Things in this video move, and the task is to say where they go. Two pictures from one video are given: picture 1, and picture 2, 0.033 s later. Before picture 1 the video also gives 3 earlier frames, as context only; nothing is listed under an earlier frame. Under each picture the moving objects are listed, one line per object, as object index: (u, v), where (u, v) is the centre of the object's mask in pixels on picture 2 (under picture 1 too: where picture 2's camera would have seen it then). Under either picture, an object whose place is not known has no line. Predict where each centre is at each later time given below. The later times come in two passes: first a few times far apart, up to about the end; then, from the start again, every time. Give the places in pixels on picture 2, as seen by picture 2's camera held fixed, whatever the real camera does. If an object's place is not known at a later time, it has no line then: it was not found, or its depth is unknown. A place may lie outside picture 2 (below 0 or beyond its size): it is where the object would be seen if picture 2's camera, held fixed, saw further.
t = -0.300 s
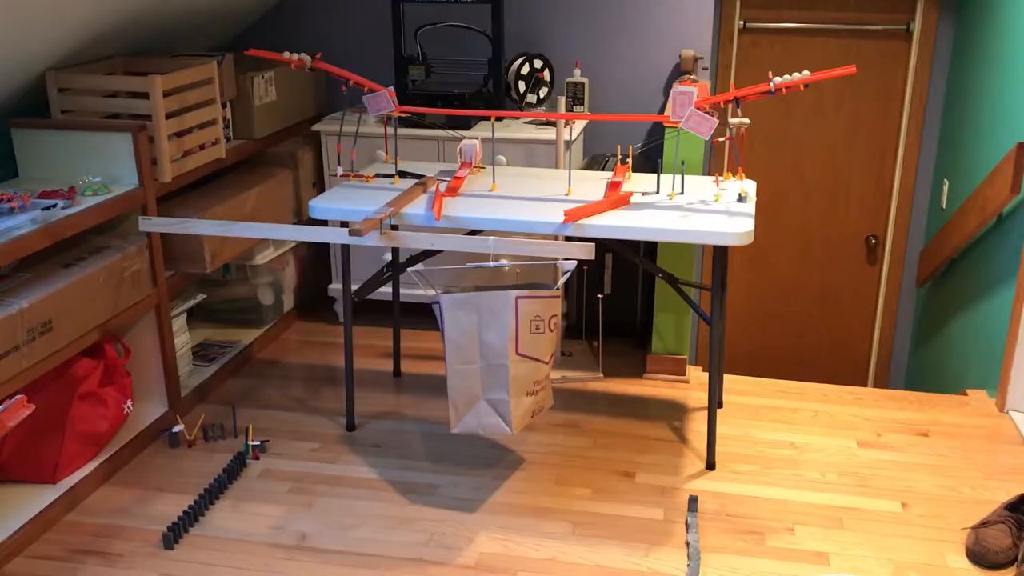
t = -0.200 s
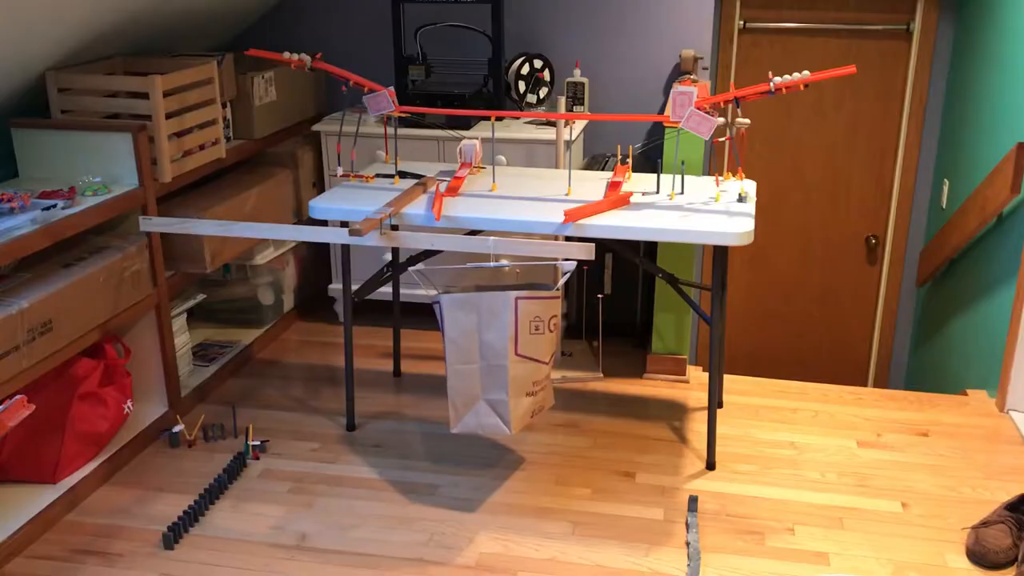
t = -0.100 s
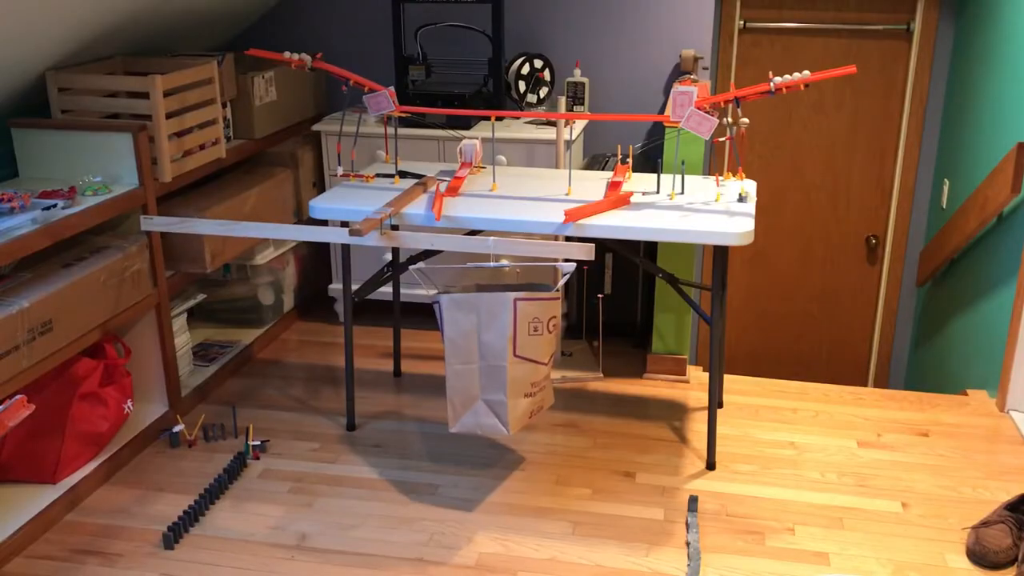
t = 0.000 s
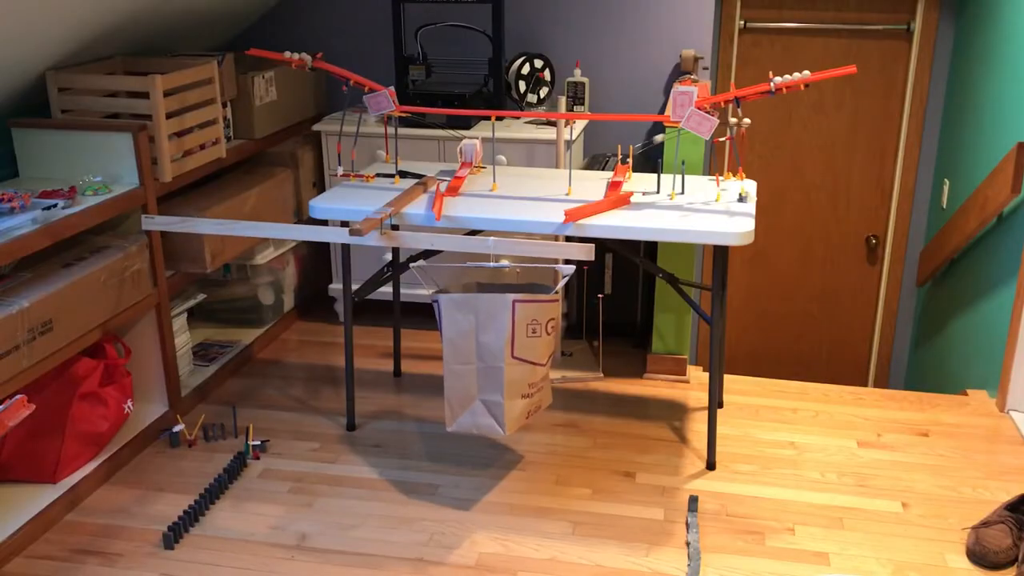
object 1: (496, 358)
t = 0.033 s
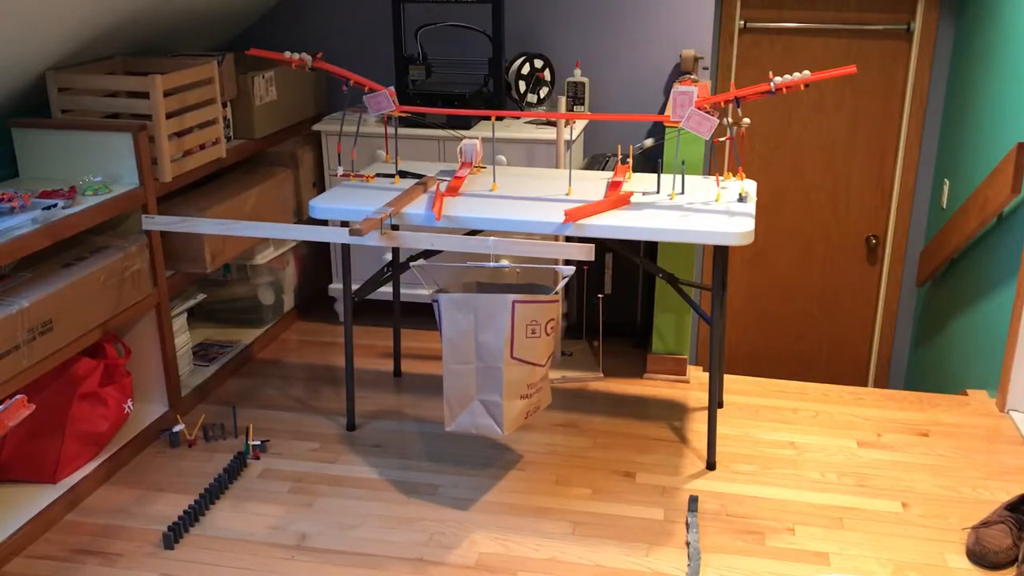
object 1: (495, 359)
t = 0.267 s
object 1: (489, 359)
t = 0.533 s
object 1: (484, 358)
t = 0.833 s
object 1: (488, 359)
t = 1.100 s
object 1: (492, 363)
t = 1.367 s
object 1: (490, 365)
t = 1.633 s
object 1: (484, 364)
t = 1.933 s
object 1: (481, 364)
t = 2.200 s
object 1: (484, 363)
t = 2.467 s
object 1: (484, 364)
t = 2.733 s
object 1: (481, 363)
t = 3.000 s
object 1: (476, 361)
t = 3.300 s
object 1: (475, 361)
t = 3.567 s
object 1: (479, 363)
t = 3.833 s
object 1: (482, 365)
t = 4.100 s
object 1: (480, 365)
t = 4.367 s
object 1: (475, 365)
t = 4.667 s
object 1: (474, 365)
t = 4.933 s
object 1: (479, 366)
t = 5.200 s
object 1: (483, 367)
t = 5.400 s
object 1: (484, 367)
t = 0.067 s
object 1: (494, 359)
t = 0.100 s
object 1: (493, 359)
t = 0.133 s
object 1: (493, 359)
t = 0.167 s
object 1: (491, 359)
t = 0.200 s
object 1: (490, 359)
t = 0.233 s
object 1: (490, 359)
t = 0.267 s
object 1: (489, 359)
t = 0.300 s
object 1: (488, 359)
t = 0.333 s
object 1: (487, 359)
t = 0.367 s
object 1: (487, 359)
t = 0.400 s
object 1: (486, 359)
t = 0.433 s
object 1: (485, 359)
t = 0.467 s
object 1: (485, 359)
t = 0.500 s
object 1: (484, 358)
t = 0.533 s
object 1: (484, 358)
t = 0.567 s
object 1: (484, 358)
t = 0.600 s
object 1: (484, 358)
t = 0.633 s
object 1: (485, 358)
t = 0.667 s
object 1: (485, 358)
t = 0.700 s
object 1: (485, 358)
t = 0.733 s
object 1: (486, 358)
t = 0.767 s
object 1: (486, 358)
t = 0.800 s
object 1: (487, 358)
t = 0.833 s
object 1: (488, 359)
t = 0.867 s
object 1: (488, 359)
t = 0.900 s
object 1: (489, 359)
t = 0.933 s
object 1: (490, 359)
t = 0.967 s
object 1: (490, 359)
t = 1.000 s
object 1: (491, 360)
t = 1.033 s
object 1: (492, 361)
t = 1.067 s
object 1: (492, 363)
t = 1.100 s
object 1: (492, 363)
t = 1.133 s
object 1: (492, 362)
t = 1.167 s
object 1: (492, 362)
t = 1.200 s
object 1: (493, 362)
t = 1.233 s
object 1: (493, 362)
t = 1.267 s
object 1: (492, 363)
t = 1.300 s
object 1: (491, 365)
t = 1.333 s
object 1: (491, 365)
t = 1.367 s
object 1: (490, 365)
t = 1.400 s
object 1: (489, 364)
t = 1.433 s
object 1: (489, 363)
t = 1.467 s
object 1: (488, 363)
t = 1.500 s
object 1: (487, 364)
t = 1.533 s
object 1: (486, 365)
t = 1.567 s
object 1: (485, 366)
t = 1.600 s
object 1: (484, 365)
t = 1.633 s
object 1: (484, 364)
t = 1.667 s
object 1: (483, 364)
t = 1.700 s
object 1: (483, 364)
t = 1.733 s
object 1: (482, 365)
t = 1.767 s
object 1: (481, 364)
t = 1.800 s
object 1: (481, 364)
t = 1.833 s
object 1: (481, 364)
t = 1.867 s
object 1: (481, 364)
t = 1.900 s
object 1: (481, 364)
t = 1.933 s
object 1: (481, 364)
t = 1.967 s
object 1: (481, 363)
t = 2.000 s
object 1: (482, 363)
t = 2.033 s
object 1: (482, 363)
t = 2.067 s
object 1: (482, 364)
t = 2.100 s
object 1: (482, 364)
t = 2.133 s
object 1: (483, 363)
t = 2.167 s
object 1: (483, 363)
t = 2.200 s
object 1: (484, 363)
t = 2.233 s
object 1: (484, 363)
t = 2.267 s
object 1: (484, 363)
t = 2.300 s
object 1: (485, 364)
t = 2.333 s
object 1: (484, 364)
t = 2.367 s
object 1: (485, 364)
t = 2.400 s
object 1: (484, 364)
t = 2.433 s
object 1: (484, 364)
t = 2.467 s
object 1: (484, 364)
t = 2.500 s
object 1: (484, 364)
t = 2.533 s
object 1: (484, 364)
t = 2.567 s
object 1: (484, 364)
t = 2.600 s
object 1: (483, 364)
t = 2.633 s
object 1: (482, 364)
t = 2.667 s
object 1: (482, 364)
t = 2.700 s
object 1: (481, 363)
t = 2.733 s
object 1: (481, 363)
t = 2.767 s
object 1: (480, 363)
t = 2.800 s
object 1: (479, 363)
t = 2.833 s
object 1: (479, 363)
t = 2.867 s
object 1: (478, 363)
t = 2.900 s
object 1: (477, 362)
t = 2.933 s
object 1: (477, 362)
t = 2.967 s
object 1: (476, 362)
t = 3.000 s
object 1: (476, 361)
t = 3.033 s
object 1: (475, 361)
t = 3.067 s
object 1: (475, 361)
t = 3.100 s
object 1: (475, 361)
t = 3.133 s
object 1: (474, 361)
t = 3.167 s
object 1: (474, 361)
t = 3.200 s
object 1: (474, 361)
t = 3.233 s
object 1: (474, 361)
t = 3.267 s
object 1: (475, 361)
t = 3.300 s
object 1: (475, 361)
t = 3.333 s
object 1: (475, 361)
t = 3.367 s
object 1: (475, 361)
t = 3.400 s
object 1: (476, 362)
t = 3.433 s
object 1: (476, 362)
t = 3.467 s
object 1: (477, 362)
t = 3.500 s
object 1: (477, 363)
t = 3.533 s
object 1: (478, 363)
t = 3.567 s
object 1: (479, 363)
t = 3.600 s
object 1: (479, 364)
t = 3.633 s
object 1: (480, 364)
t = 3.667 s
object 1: (480, 364)
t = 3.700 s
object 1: (481, 365)
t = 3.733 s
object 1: (481, 365)
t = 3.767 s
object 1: (481, 365)
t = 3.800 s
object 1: (481, 365)
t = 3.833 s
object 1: (482, 365)
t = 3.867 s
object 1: (482, 365)
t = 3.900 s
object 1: (482, 365)
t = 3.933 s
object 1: (481, 365)
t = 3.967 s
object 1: (481, 365)
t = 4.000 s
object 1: (481, 365)
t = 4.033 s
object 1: (481, 365)
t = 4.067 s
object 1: (480, 365)
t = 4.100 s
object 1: (480, 365)
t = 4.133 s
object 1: (479, 365)
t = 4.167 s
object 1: (479, 365)
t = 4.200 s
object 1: (478, 365)
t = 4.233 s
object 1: (477, 365)
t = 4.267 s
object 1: (477, 364)
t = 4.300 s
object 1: (476, 365)
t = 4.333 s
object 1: (476, 365)
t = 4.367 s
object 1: (475, 365)
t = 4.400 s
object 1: (475, 364)
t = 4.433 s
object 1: (475, 364)
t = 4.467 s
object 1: (474, 364)
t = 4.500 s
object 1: (474, 365)
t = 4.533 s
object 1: (473, 365)
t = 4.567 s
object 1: (473, 365)
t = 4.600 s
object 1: (473, 365)
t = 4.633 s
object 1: (474, 365)
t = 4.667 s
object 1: (474, 365)
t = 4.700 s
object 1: (475, 365)
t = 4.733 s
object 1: (476, 365)
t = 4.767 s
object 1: (476, 365)
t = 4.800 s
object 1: (476, 365)
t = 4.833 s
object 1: (477, 366)
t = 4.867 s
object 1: (477, 366)
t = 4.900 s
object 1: (478, 366)
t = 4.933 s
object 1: (479, 366)
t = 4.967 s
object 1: (480, 366)
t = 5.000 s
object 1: (481, 366)
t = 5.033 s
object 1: (481, 366)
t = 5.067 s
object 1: (481, 367)
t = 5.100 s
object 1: (482, 367)
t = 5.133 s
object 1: (482, 367)
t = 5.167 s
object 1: (483, 367)
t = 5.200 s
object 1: (483, 367)
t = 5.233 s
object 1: (484, 367)
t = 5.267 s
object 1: (484, 367)
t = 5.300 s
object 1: (484, 367)
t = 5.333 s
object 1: (484, 367)
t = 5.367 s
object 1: (484, 367)
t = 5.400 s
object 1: (484, 367)
